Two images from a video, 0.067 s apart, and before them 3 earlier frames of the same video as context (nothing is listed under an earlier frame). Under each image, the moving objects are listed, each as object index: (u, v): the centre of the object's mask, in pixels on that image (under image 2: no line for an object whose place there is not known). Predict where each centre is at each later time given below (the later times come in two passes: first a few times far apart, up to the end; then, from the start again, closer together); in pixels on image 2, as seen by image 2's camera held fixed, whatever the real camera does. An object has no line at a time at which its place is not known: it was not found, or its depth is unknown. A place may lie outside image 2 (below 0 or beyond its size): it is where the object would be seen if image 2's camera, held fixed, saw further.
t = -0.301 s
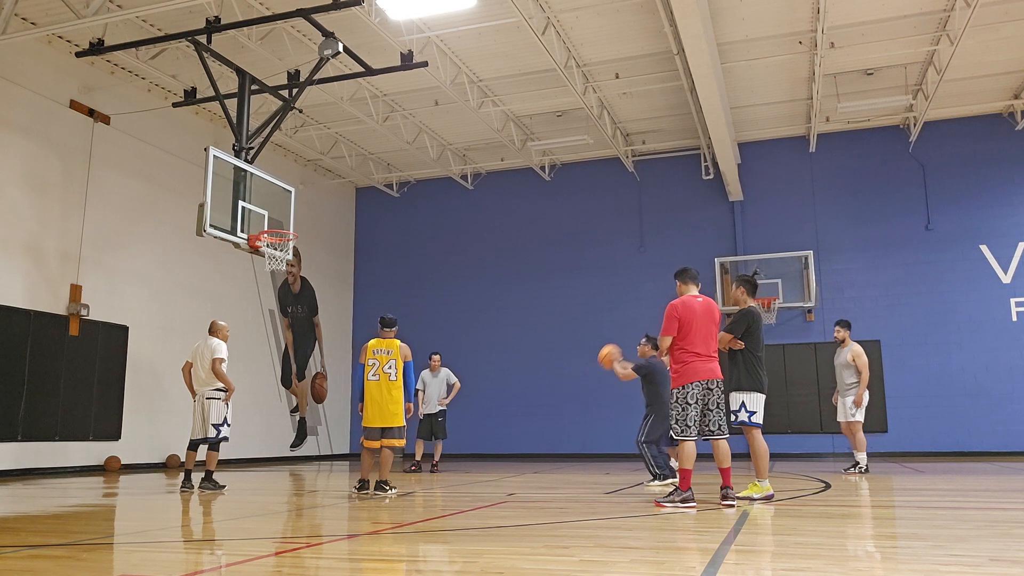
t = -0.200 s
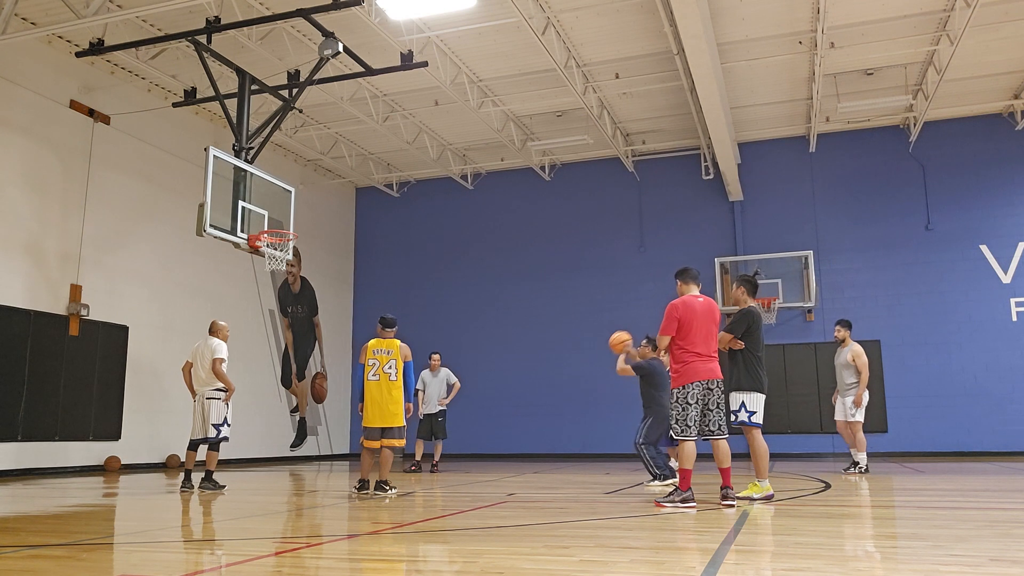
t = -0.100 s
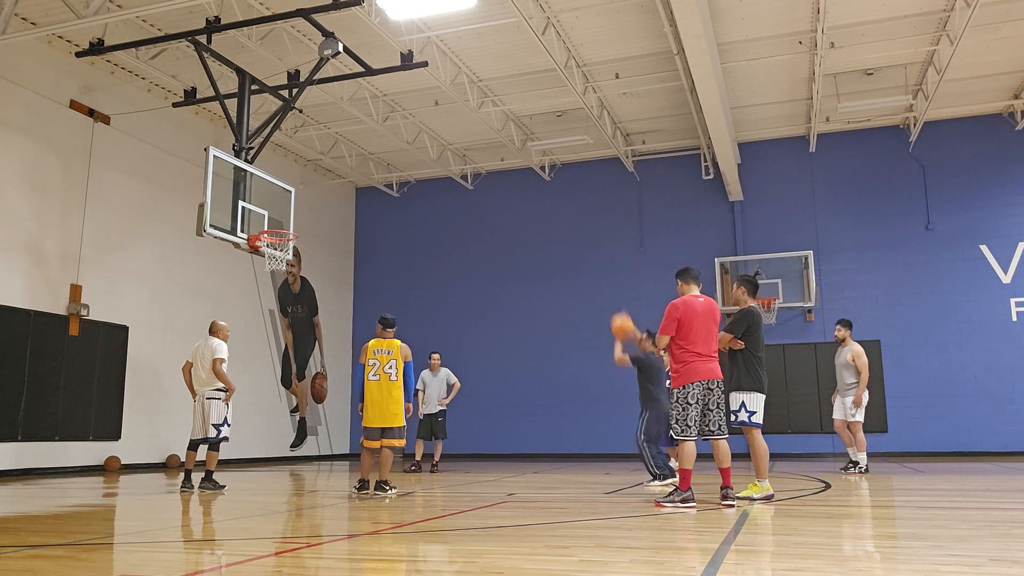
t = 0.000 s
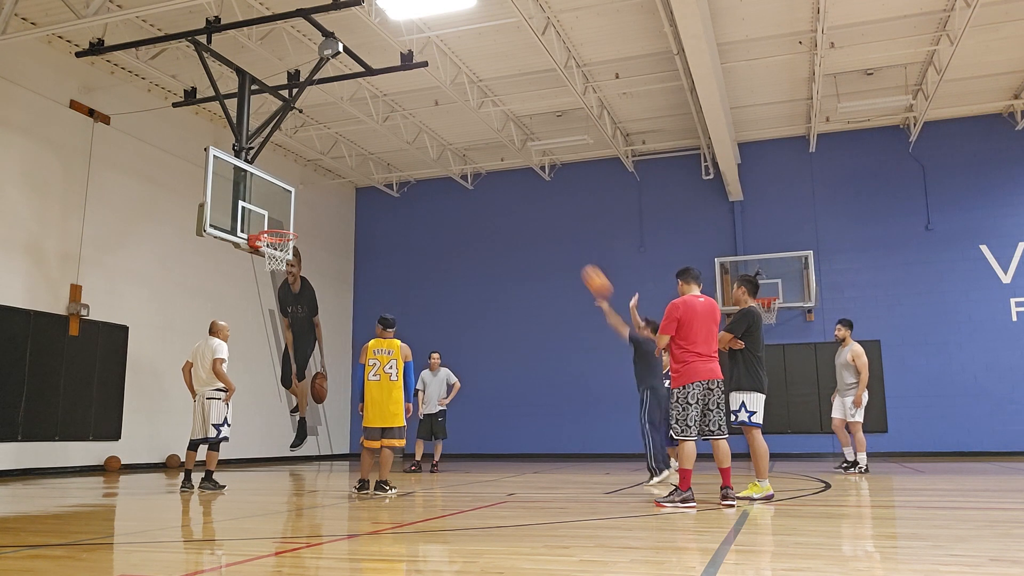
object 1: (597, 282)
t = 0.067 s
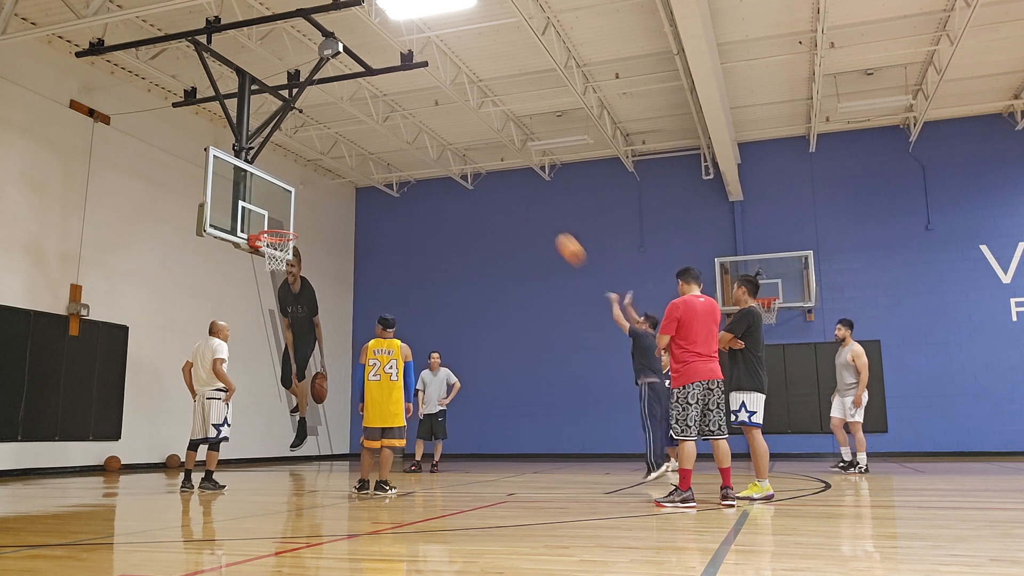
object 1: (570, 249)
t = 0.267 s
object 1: (498, 182)
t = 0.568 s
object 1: (403, 148)
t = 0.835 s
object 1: (327, 176)
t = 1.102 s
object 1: (286, 222)
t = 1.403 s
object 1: (364, 224)
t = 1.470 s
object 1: (382, 234)
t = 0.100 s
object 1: (558, 235)
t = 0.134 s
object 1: (545, 222)
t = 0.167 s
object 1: (533, 210)
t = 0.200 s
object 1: (521, 200)
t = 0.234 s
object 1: (509, 190)
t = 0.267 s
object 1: (498, 182)
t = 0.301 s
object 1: (487, 174)
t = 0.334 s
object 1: (476, 167)
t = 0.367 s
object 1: (464, 162)
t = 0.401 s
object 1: (454, 157)
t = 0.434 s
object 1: (443, 154)
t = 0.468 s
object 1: (433, 151)
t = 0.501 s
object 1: (423, 149)
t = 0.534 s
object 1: (413, 148)
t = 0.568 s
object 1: (403, 148)
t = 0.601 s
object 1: (393, 149)
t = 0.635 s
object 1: (383, 151)
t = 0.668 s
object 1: (374, 153)
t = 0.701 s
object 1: (364, 156)
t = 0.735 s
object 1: (354, 160)
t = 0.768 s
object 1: (345, 165)
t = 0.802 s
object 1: (336, 170)
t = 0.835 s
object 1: (327, 176)
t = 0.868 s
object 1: (317, 183)
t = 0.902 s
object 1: (308, 191)
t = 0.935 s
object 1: (299, 199)
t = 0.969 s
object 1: (289, 210)
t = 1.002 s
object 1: (279, 219)
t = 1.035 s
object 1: (273, 225)
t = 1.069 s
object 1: (279, 224)
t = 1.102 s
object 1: (286, 222)
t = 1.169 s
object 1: (303, 217)
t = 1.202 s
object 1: (311, 216)
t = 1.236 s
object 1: (320, 215)
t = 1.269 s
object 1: (329, 215)
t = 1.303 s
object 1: (337, 216)
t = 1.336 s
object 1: (346, 218)
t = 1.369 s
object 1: (355, 220)
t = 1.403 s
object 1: (364, 224)
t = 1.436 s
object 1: (373, 229)
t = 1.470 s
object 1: (382, 234)
